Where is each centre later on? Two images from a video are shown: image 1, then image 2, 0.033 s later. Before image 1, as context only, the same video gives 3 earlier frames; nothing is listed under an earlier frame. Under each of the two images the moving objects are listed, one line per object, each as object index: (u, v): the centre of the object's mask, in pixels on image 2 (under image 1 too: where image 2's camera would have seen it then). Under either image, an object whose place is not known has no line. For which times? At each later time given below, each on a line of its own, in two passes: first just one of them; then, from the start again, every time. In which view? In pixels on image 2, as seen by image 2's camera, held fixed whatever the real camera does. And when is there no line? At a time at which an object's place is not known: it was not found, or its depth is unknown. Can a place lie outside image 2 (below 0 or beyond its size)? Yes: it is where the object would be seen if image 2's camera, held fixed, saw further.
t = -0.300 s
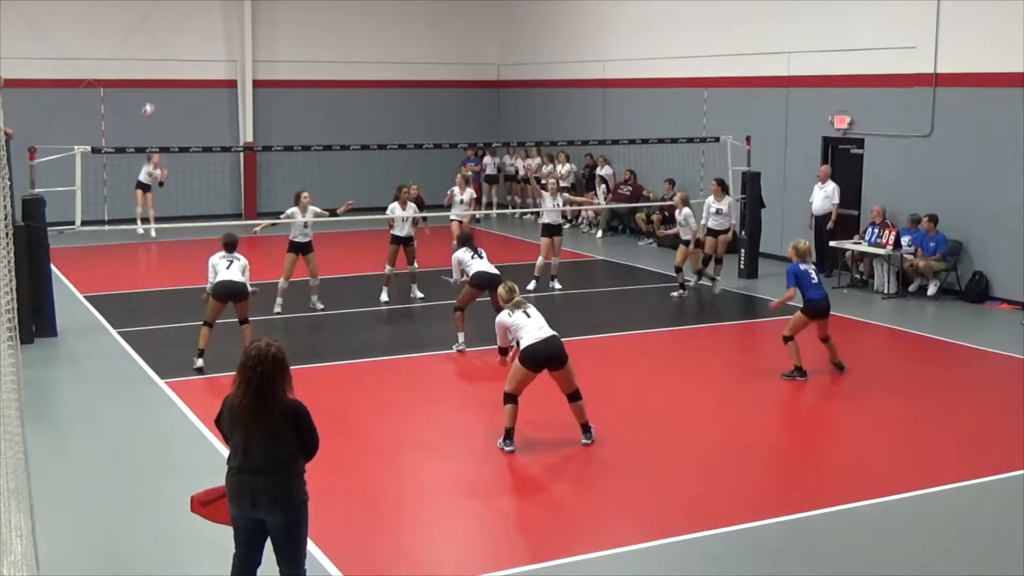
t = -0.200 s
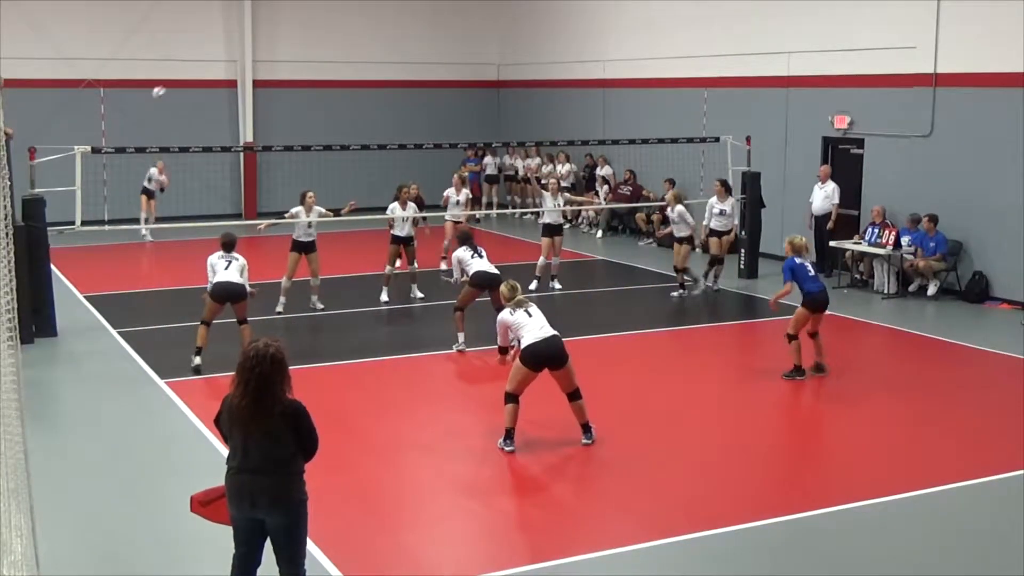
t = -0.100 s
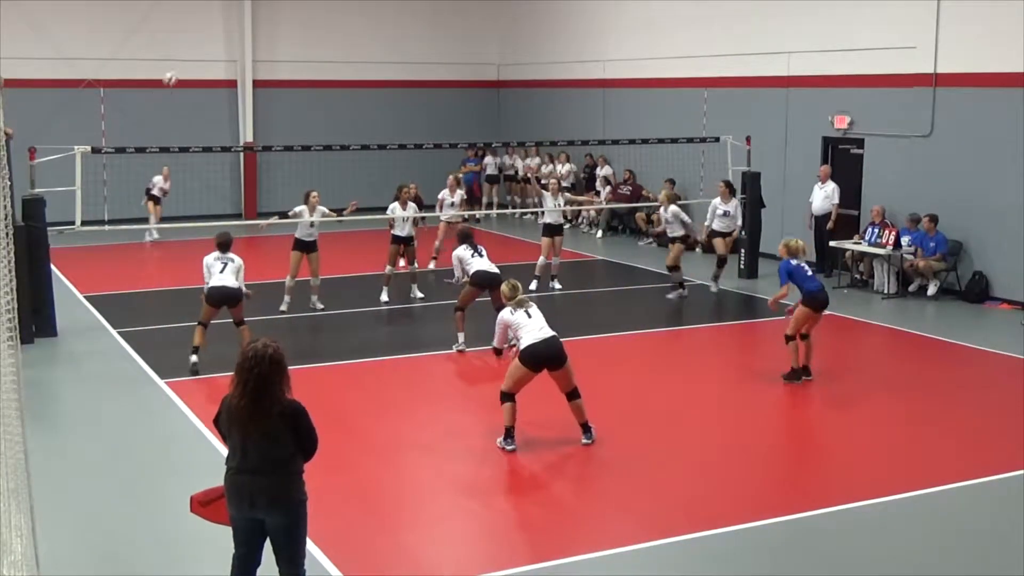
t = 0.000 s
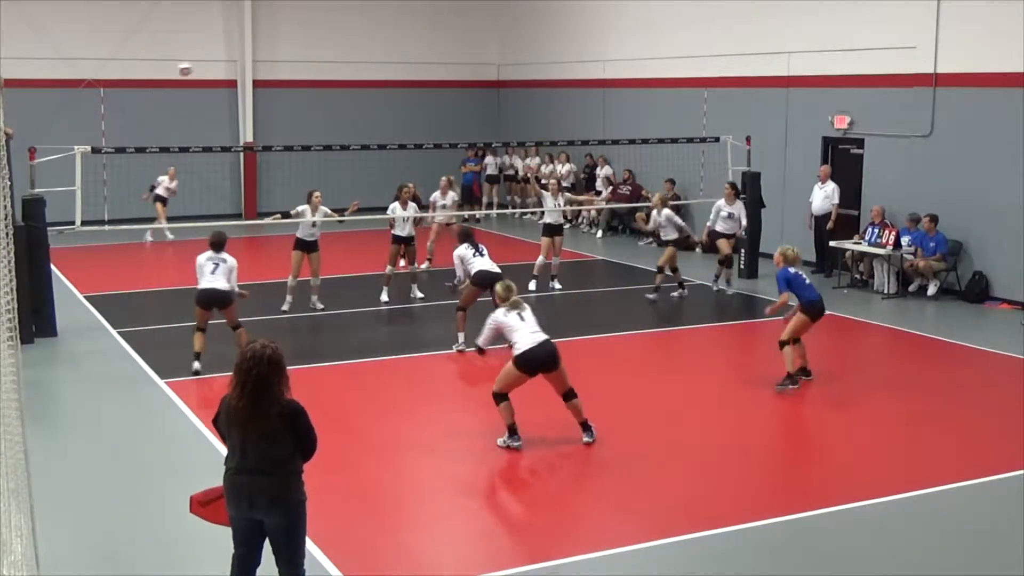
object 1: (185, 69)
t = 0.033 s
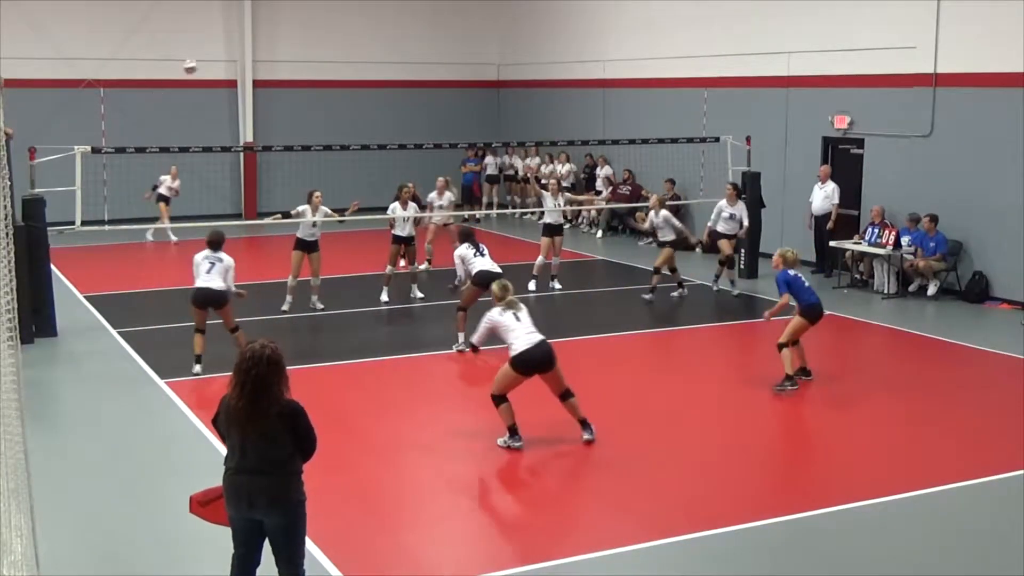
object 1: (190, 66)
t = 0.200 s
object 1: (218, 62)
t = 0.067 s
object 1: (195, 64)
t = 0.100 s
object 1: (200, 62)
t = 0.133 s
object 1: (206, 61)
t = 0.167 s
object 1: (212, 62)
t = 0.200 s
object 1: (218, 62)
